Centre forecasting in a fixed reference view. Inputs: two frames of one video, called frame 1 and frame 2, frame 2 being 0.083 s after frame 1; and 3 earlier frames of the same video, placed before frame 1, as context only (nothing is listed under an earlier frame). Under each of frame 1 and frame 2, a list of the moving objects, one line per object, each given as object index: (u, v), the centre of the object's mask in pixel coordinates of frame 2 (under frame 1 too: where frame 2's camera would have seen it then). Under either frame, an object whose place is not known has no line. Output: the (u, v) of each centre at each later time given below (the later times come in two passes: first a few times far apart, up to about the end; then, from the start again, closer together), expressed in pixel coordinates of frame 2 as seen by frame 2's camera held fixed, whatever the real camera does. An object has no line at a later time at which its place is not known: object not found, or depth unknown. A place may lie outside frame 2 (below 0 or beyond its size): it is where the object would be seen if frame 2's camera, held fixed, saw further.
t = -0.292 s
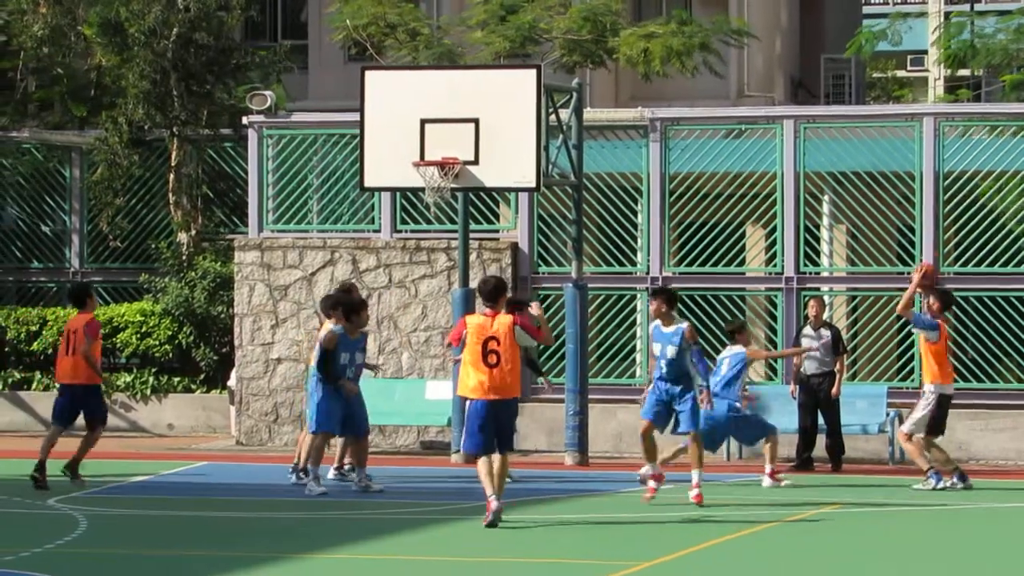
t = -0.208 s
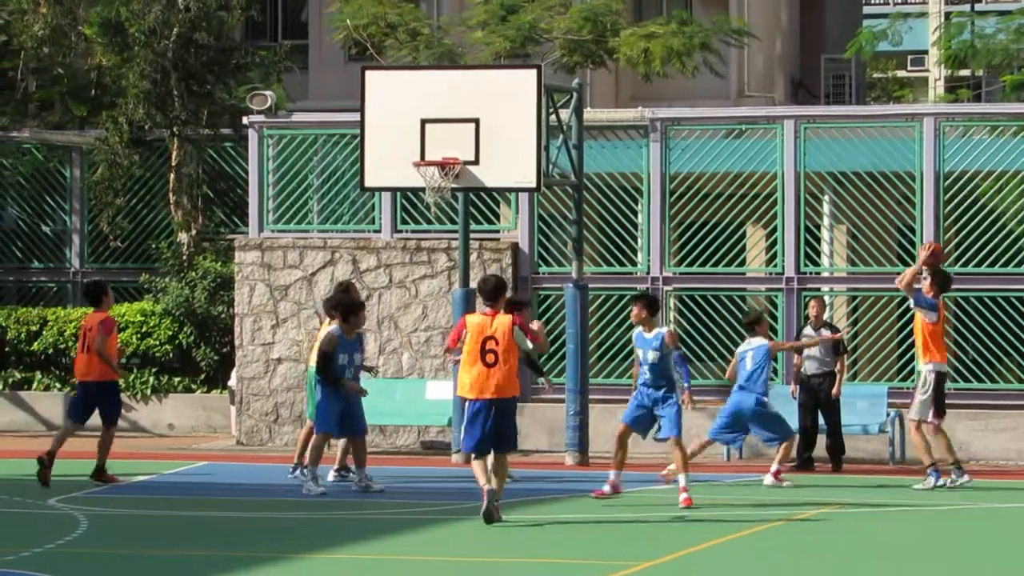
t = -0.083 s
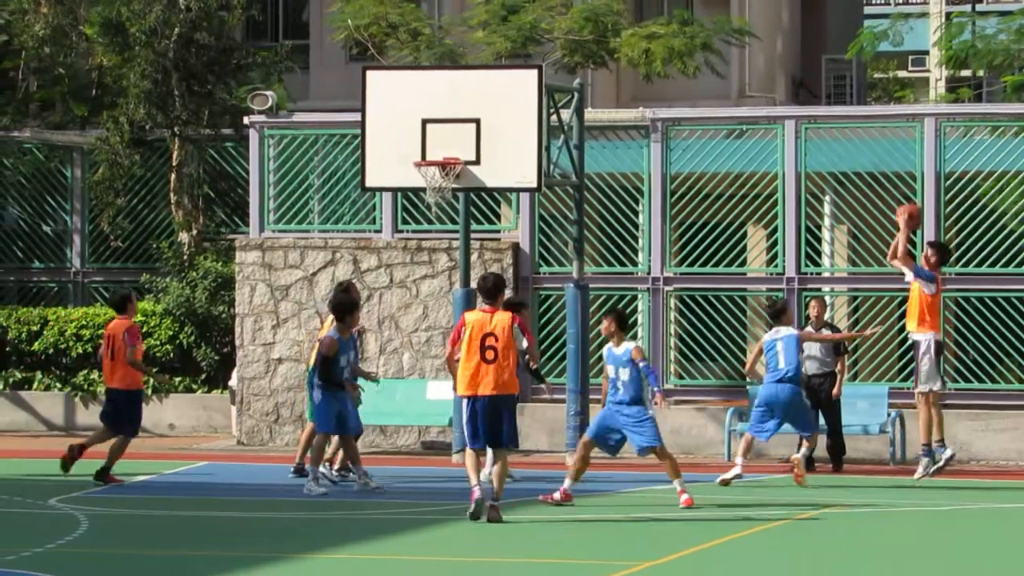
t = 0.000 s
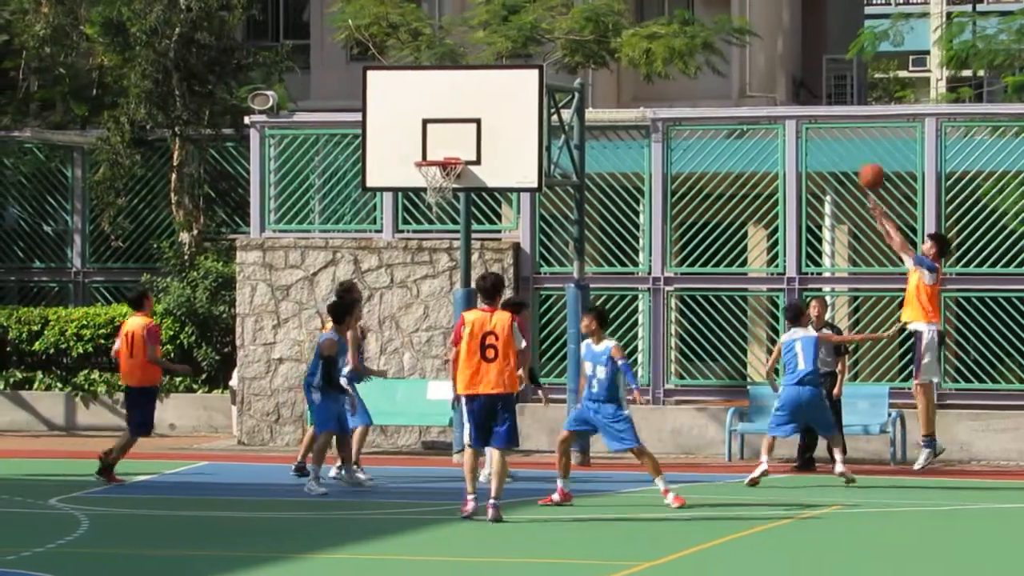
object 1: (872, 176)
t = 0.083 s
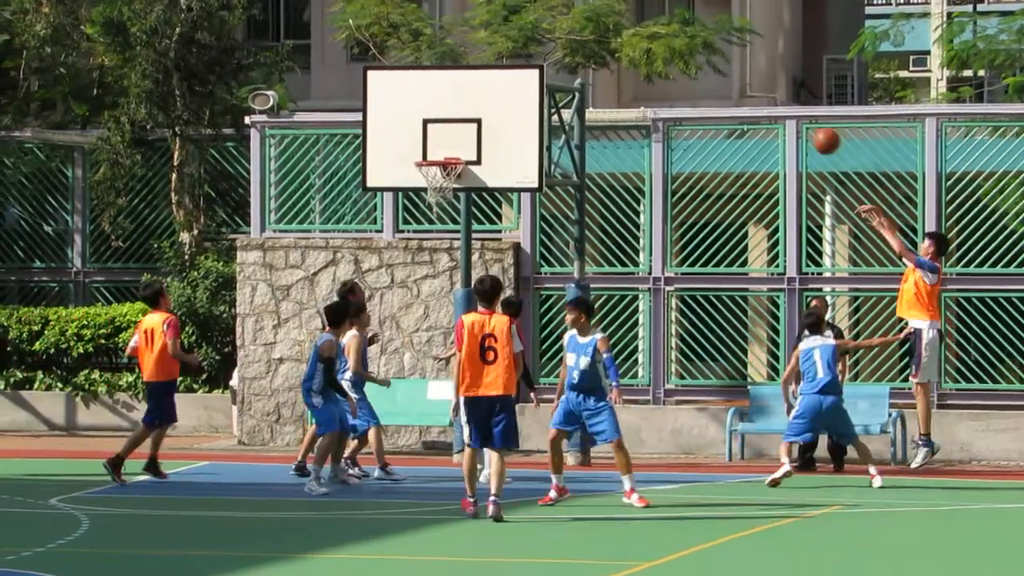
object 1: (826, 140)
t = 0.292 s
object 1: (712, 84)
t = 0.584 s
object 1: (560, 85)
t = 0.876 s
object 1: (434, 164)
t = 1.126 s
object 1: (445, 192)
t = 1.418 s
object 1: (428, 257)
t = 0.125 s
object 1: (804, 126)
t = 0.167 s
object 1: (781, 113)
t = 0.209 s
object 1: (757, 101)
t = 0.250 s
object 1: (734, 92)
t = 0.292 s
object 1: (712, 84)
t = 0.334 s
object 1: (690, 78)
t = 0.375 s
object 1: (668, 75)
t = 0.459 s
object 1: (625, 73)
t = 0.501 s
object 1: (603, 76)
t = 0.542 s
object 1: (580, 79)
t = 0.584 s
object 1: (560, 85)
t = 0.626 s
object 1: (539, 93)
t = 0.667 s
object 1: (518, 102)
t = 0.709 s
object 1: (497, 113)
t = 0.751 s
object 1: (476, 126)
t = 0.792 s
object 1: (456, 140)
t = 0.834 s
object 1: (435, 153)
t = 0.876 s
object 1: (434, 164)
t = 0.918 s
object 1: (438, 177)
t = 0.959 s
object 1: (443, 180)
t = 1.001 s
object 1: (447, 182)
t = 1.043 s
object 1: (449, 183)
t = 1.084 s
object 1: (447, 189)
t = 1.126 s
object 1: (445, 192)
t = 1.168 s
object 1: (443, 196)
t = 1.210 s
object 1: (440, 202)
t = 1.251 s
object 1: (438, 209)
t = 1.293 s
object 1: (436, 218)
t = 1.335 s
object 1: (434, 230)
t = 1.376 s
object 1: (431, 243)
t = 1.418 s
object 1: (428, 257)
